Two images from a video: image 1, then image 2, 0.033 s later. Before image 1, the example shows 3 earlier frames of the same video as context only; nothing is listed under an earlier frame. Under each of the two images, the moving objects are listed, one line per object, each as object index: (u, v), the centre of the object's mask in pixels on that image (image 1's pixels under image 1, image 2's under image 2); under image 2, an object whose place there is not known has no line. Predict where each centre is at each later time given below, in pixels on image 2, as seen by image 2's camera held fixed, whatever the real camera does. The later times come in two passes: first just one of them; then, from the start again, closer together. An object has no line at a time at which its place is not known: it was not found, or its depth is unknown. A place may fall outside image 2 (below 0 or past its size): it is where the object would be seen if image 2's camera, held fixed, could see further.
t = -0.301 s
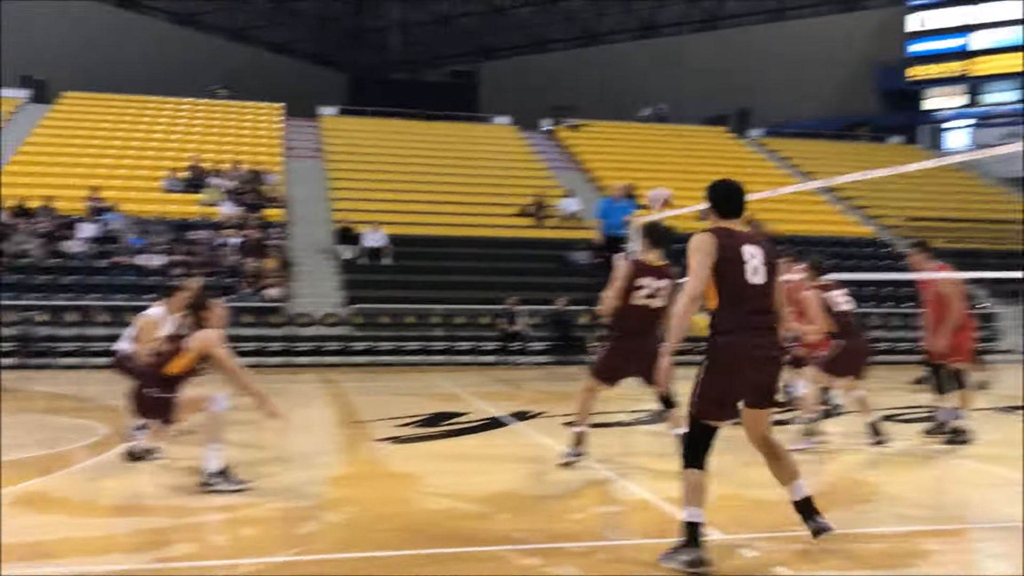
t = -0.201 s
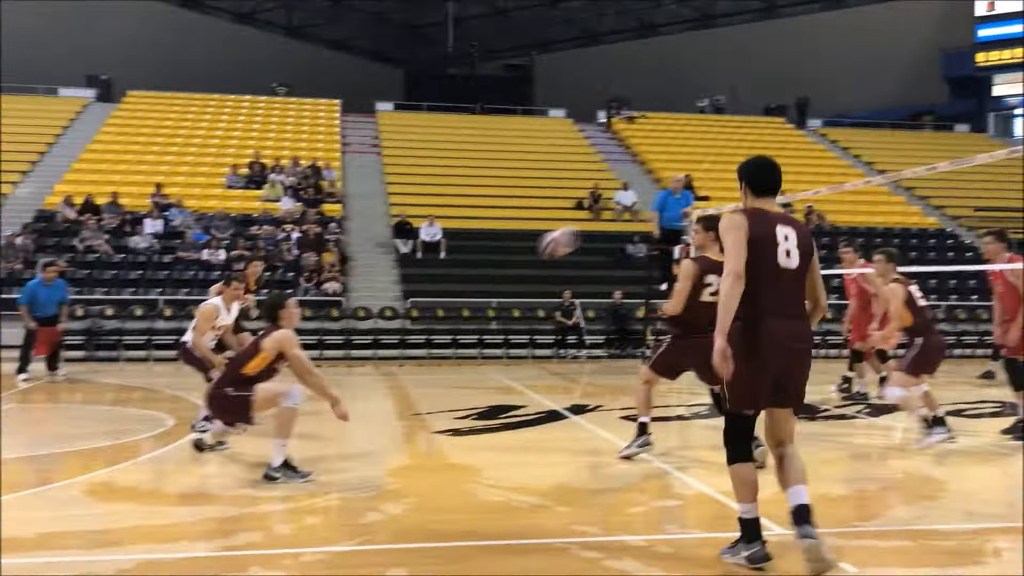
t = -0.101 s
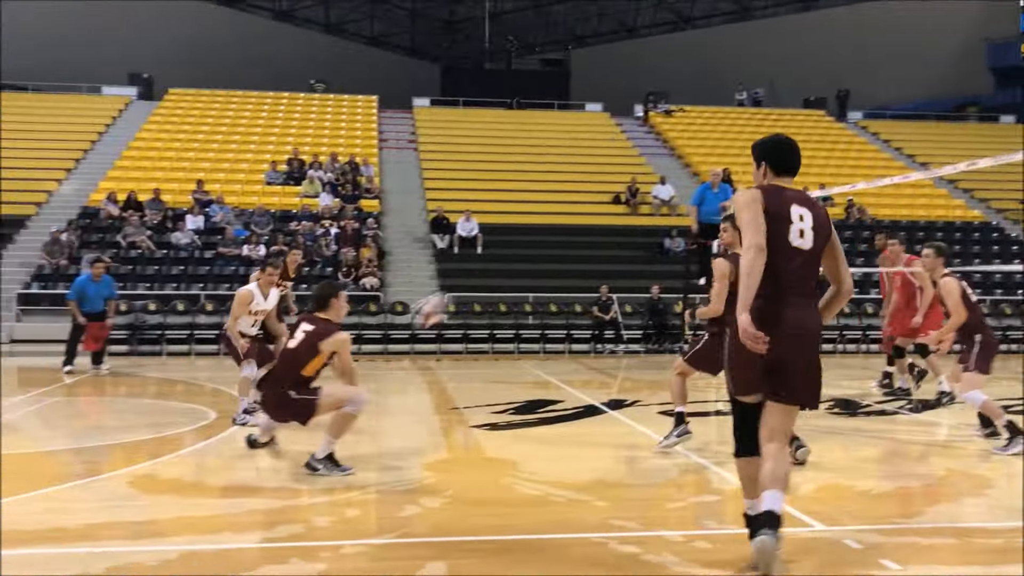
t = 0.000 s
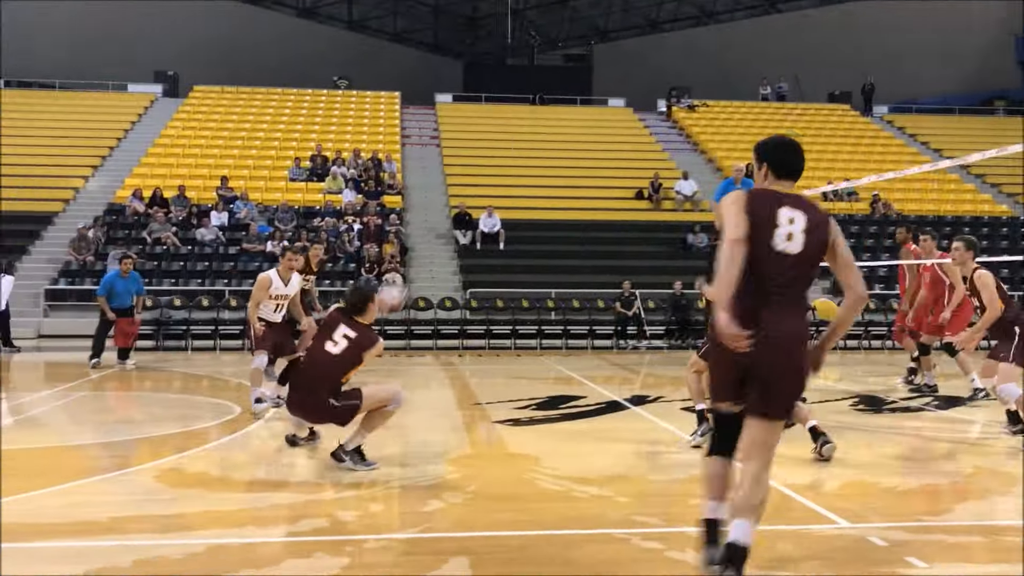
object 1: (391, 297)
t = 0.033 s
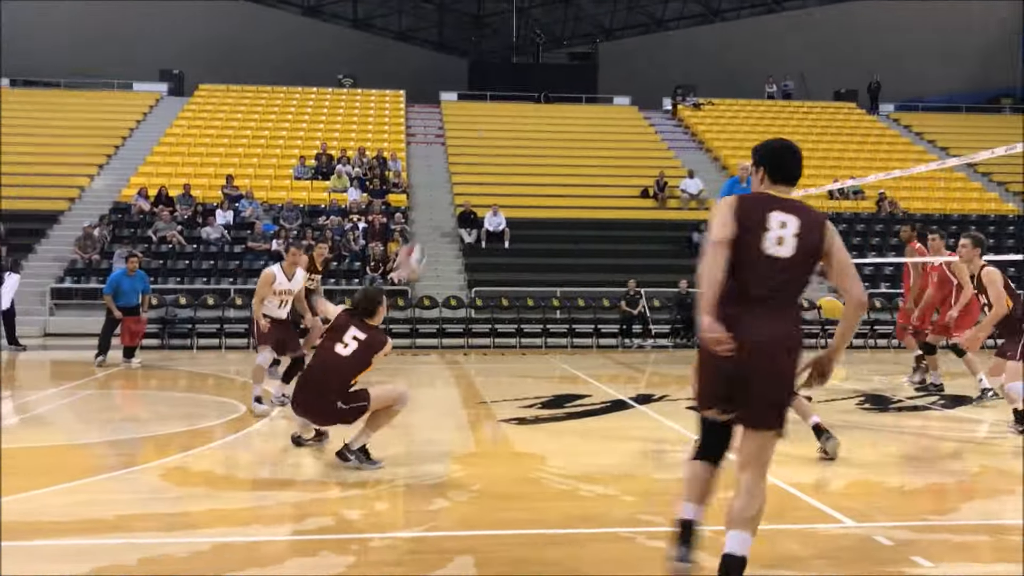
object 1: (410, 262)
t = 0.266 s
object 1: (518, 67)
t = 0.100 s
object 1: (441, 200)
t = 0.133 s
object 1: (457, 171)
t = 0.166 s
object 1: (471, 142)
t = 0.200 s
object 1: (486, 115)
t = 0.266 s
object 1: (518, 67)
